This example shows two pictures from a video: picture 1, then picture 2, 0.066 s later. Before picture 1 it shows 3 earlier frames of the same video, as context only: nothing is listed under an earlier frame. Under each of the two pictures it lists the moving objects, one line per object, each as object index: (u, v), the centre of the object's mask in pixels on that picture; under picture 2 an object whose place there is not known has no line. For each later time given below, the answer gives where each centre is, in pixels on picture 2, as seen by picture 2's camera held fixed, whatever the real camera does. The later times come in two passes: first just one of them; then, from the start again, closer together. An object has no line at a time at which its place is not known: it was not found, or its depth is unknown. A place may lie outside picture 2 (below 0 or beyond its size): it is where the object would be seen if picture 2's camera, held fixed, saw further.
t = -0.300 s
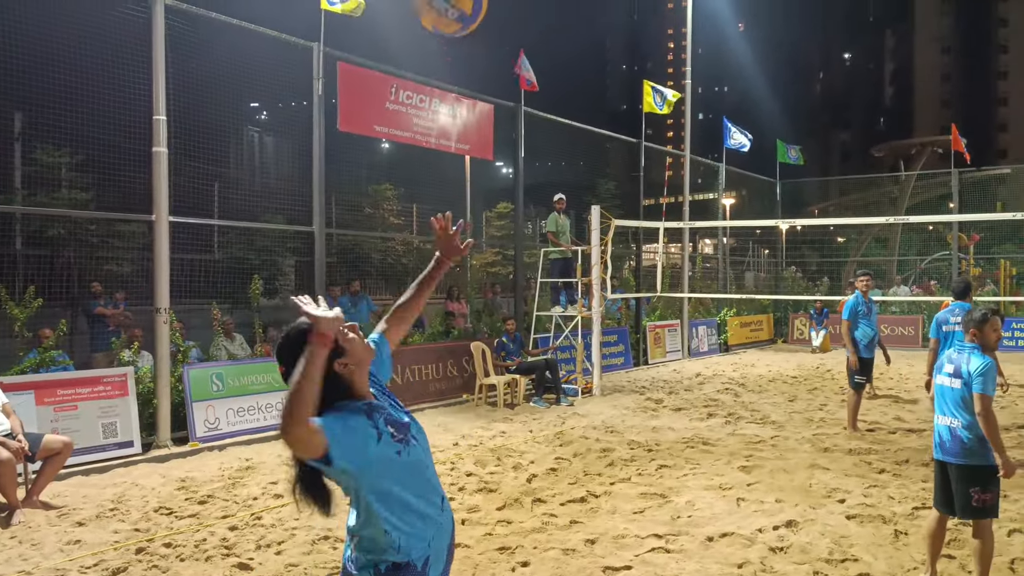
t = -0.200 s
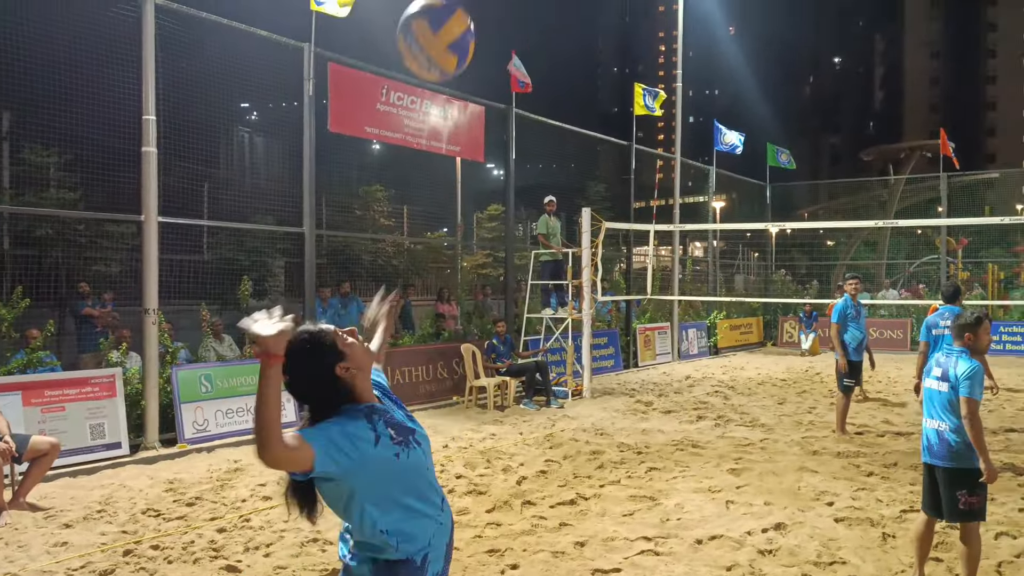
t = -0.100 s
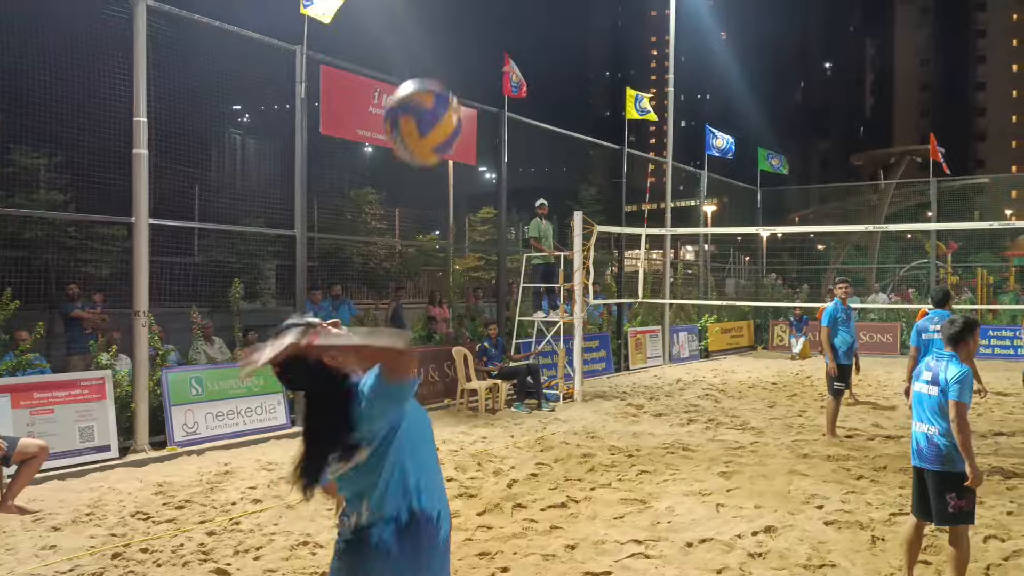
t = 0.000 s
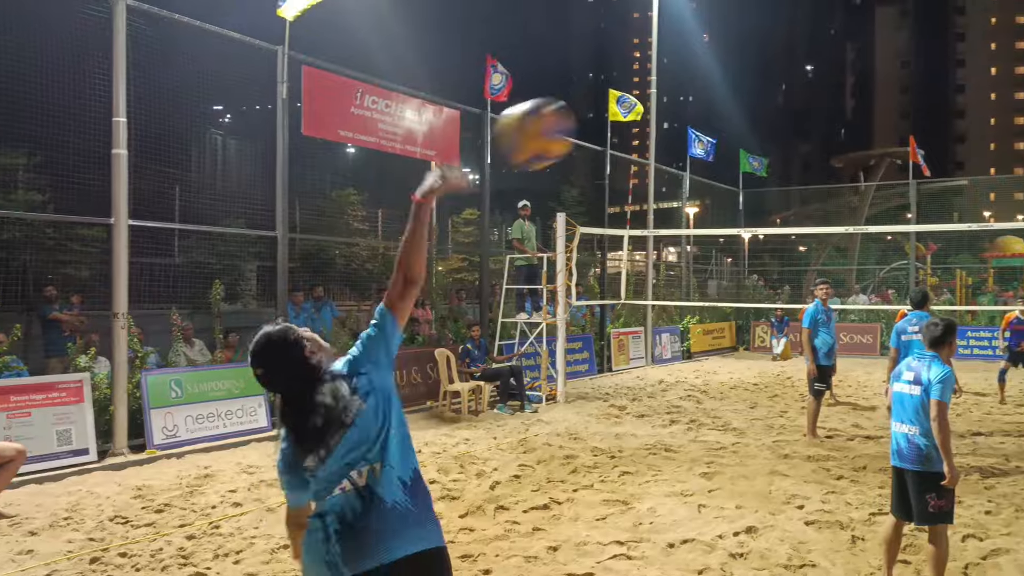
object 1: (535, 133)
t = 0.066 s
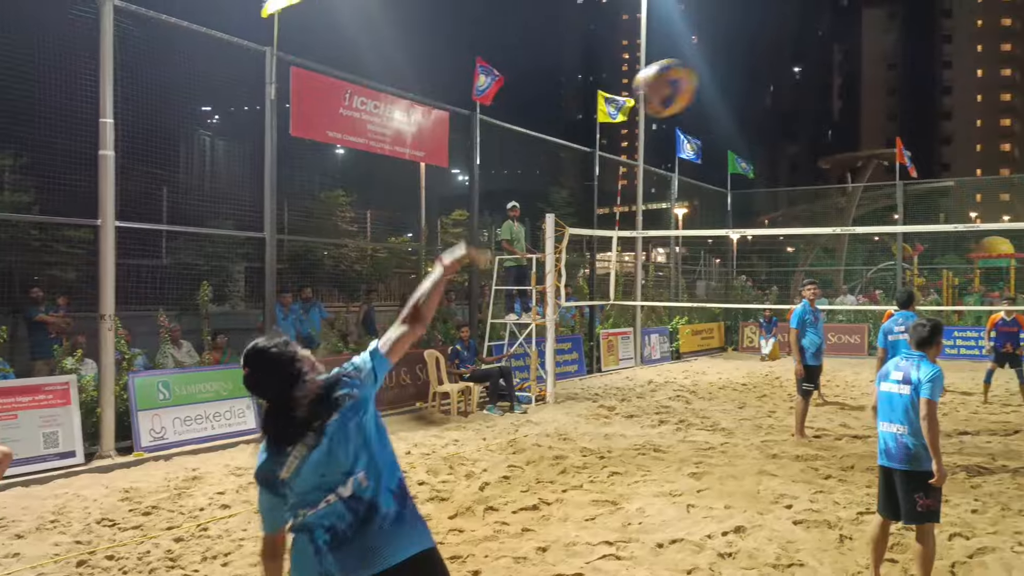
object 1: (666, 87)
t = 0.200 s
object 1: (828, 55)
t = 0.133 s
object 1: (762, 63)
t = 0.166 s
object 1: (798, 58)
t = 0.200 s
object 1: (828, 55)
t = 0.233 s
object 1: (852, 54)
